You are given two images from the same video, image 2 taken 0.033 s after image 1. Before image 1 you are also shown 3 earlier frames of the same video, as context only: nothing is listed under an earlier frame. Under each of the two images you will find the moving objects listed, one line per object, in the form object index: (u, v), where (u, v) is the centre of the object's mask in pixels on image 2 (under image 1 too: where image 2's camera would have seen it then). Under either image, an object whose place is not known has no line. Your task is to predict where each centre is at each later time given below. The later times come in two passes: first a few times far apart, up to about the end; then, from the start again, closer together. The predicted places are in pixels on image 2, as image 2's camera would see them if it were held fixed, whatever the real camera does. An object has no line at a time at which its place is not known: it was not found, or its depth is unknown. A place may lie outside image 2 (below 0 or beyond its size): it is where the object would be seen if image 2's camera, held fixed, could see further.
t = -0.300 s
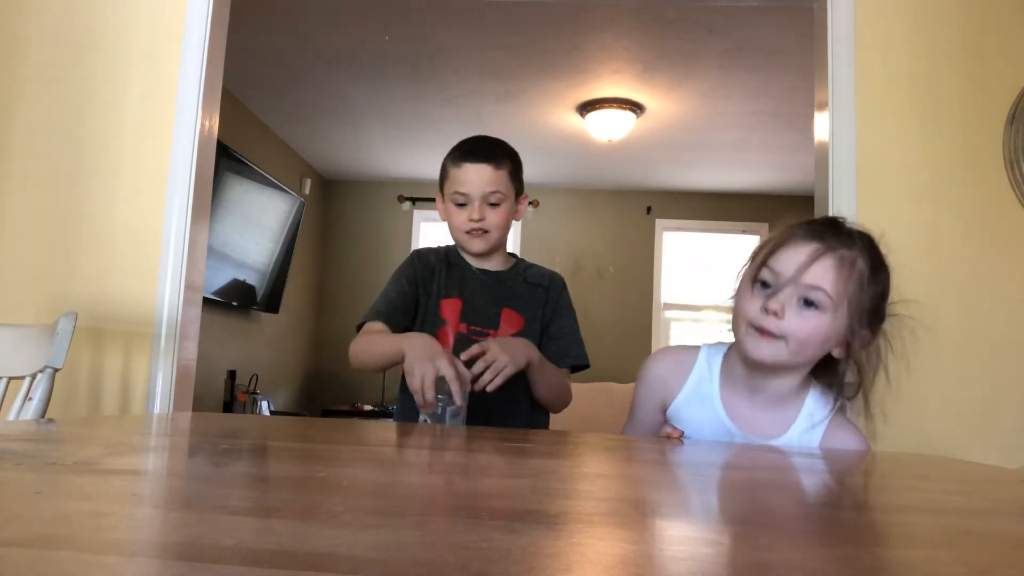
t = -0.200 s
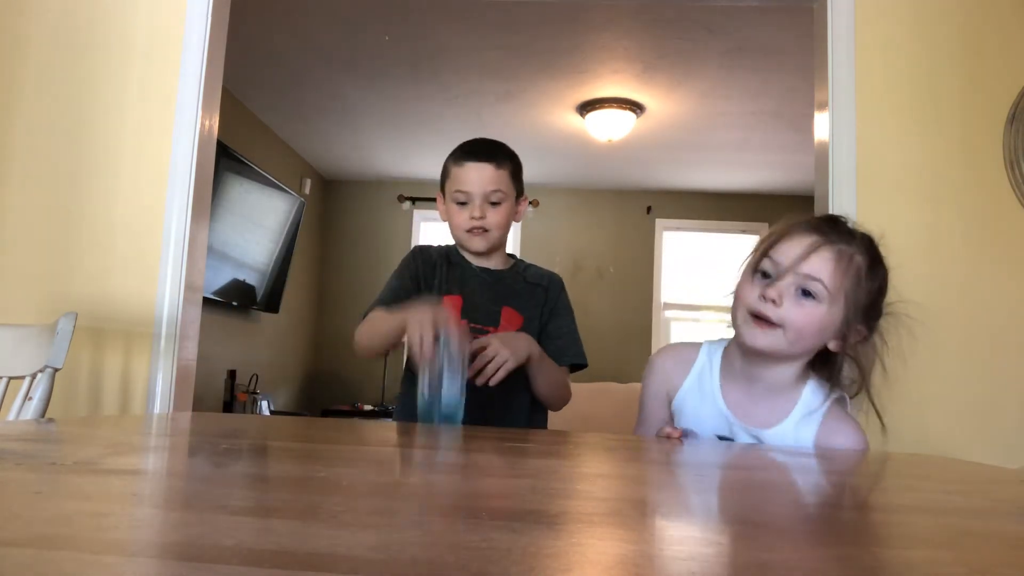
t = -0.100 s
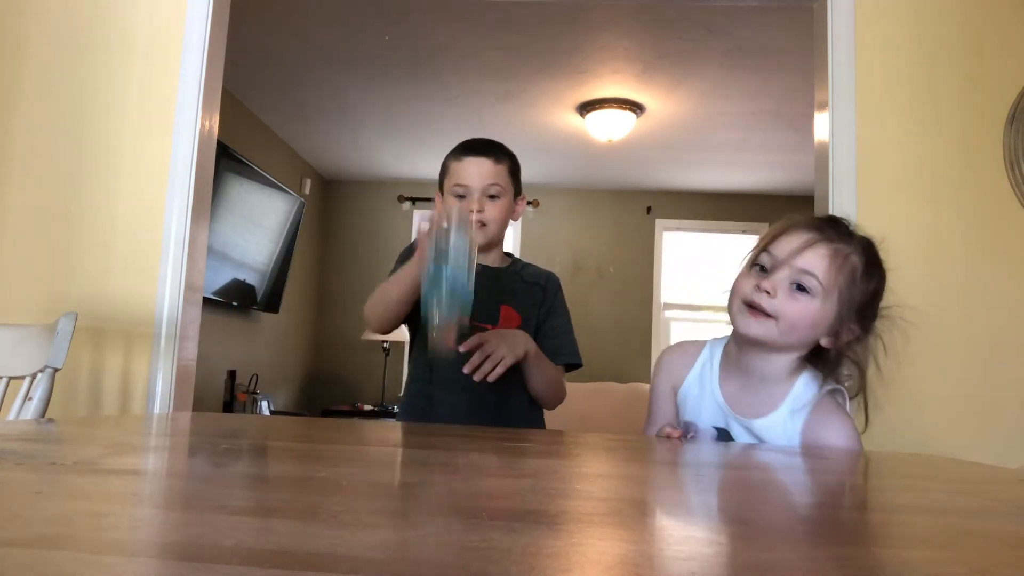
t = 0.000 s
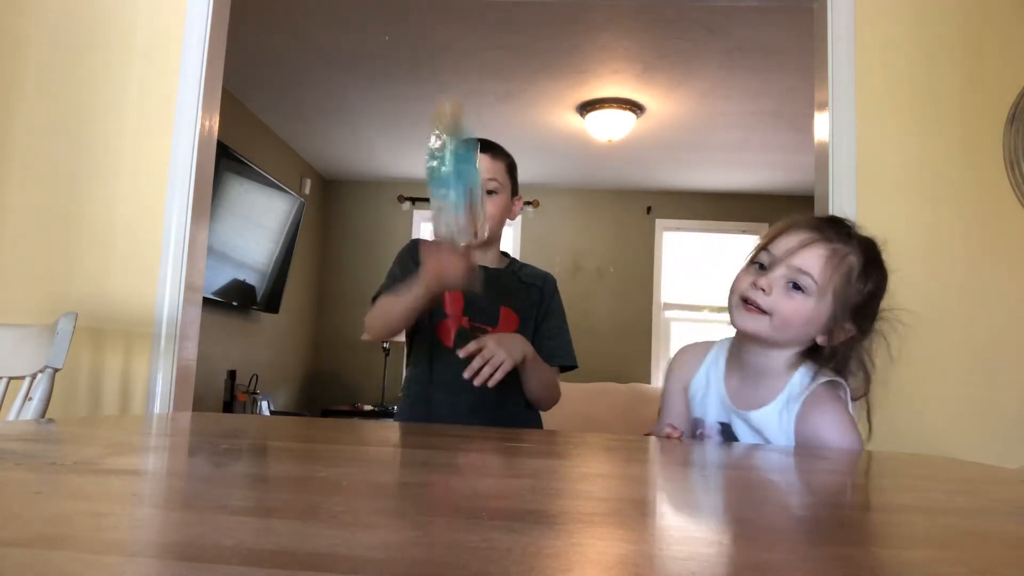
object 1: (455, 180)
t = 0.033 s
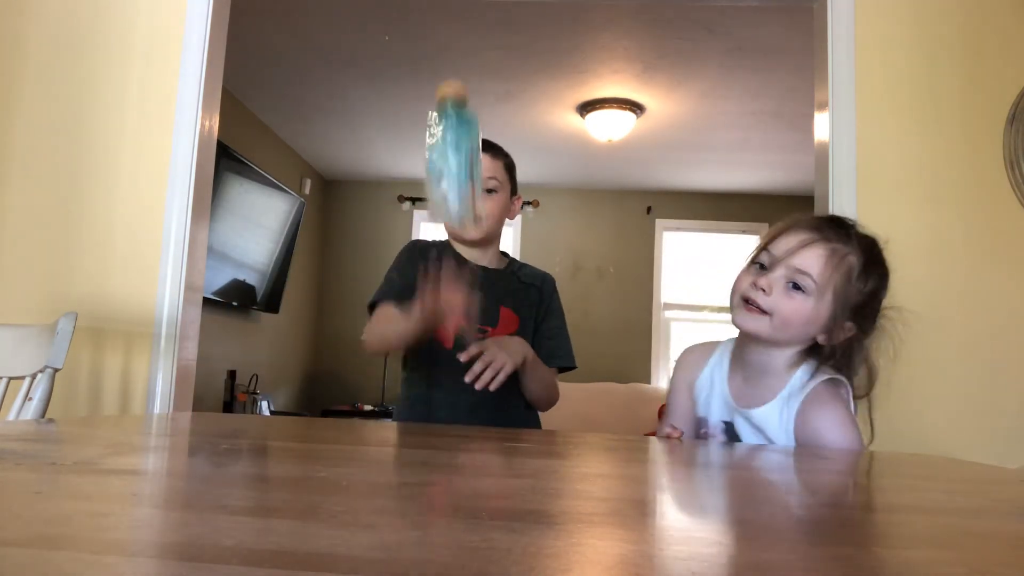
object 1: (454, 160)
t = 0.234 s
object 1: (449, 209)
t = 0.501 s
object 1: (453, 340)
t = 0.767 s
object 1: (477, 410)
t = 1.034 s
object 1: (491, 419)
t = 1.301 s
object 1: (495, 419)
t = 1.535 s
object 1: (494, 419)
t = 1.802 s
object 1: (492, 419)
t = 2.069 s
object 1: (492, 419)
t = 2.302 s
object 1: (492, 419)
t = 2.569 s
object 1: (493, 419)
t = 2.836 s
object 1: (493, 419)
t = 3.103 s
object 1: (493, 419)
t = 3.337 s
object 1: (493, 419)
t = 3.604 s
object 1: (493, 419)
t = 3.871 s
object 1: (493, 419)
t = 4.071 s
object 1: (493, 419)
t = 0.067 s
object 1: (450, 145)
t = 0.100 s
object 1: (450, 132)
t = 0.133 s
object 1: (450, 124)
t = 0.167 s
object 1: (451, 138)
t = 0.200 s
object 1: (450, 163)
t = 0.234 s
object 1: (449, 209)
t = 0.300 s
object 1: (443, 319)
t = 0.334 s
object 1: (444, 331)
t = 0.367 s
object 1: (446, 333)
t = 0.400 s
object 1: (446, 340)
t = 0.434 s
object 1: (448, 341)
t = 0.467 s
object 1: (450, 341)
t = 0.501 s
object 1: (453, 340)
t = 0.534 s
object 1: (455, 340)
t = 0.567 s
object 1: (458, 340)
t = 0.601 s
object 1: (460, 344)
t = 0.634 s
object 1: (466, 352)
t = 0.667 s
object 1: (470, 392)
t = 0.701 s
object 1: (472, 405)
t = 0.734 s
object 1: (474, 407)
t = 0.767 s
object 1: (477, 410)
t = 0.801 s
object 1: (476, 412)
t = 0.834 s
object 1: (477, 414)
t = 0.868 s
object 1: (480, 415)
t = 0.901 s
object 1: (482, 416)
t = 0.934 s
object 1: (486, 416)
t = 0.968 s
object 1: (489, 417)
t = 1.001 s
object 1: (491, 418)
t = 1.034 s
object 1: (491, 419)
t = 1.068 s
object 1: (492, 419)
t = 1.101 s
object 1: (493, 419)
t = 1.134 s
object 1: (494, 419)
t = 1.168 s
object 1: (496, 419)
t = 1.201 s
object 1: (496, 419)
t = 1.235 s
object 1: (496, 419)
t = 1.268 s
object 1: (495, 419)
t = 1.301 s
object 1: (495, 419)
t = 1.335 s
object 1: (495, 419)
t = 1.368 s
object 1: (496, 419)
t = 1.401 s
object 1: (496, 419)
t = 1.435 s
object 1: (496, 419)
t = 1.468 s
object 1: (496, 419)
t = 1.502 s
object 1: (495, 419)
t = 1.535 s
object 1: (494, 419)
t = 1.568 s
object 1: (494, 419)
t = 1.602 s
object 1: (494, 419)
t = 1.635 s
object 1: (494, 419)
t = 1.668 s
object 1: (494, 419)
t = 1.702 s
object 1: (493, 419)
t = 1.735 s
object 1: (492, 419)
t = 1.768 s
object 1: (492, 419)
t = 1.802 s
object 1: (492, 419)
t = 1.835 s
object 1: (492, 419)
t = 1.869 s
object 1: (492, 419)
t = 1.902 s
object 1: (492, 419)
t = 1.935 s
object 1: (492, 419)
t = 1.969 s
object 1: (491, 419)
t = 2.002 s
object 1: (491, 419)
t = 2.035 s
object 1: (491, 419)
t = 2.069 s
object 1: (492, 419)
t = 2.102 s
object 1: (492, 419)
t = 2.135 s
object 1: (492, 419)
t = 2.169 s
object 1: (492, 419)
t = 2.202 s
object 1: (491, 419)
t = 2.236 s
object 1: (491, 419)
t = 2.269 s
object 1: (492, 419)
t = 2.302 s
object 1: (492, 419)
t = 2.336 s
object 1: (492, 419)
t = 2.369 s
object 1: (492, 419)
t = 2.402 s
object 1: (492, 419)
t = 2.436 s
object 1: (492, 419)
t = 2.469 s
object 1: (492, 419)
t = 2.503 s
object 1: (492, 419)
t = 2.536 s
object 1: (493, 419)
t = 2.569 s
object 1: (493, 419)
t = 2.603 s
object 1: (493, 419)
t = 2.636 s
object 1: (493, 419)
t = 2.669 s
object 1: (493, 419)
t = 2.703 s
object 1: (493, 419)
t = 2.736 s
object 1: (493, 419)
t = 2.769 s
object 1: (493, 419)
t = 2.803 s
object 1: (493, 419)
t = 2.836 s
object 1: (493, 419)
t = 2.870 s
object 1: (493, 419)
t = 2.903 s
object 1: (493, 419)
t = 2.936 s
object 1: (493, 419)
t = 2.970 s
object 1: (493, 419)
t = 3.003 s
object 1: (493, 419)
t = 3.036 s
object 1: (493, 419)
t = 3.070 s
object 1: (493, 419)
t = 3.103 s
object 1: (493, 419)
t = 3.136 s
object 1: (493, 419)
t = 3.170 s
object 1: (493, 419)
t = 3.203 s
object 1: (493, 419)
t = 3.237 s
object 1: (493, 419)
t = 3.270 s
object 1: (493, 419)
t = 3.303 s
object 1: (492, 419)
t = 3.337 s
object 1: (493, 419)
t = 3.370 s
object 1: (493, 419)
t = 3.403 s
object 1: (493, 419)
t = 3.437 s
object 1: (493, 419)
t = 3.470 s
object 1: (493, 419)
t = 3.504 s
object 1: (493, 419)
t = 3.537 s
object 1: (493, 419)
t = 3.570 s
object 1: (493, 419)
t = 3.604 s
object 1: (493, 419)
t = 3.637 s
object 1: (493, 419)
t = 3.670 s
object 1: (493, 419)
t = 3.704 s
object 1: (493, 419)
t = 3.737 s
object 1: (493, 419)
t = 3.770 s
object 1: (493, 419)
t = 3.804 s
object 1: (493, 419)
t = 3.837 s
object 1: (493, 419)
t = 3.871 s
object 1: (493, 419)
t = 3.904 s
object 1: (493, 419)
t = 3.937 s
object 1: (493, 419)
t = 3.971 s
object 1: (493, 419)
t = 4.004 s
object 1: (493, 419)
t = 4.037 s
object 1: (493, 419)
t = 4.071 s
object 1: (493, 419)
